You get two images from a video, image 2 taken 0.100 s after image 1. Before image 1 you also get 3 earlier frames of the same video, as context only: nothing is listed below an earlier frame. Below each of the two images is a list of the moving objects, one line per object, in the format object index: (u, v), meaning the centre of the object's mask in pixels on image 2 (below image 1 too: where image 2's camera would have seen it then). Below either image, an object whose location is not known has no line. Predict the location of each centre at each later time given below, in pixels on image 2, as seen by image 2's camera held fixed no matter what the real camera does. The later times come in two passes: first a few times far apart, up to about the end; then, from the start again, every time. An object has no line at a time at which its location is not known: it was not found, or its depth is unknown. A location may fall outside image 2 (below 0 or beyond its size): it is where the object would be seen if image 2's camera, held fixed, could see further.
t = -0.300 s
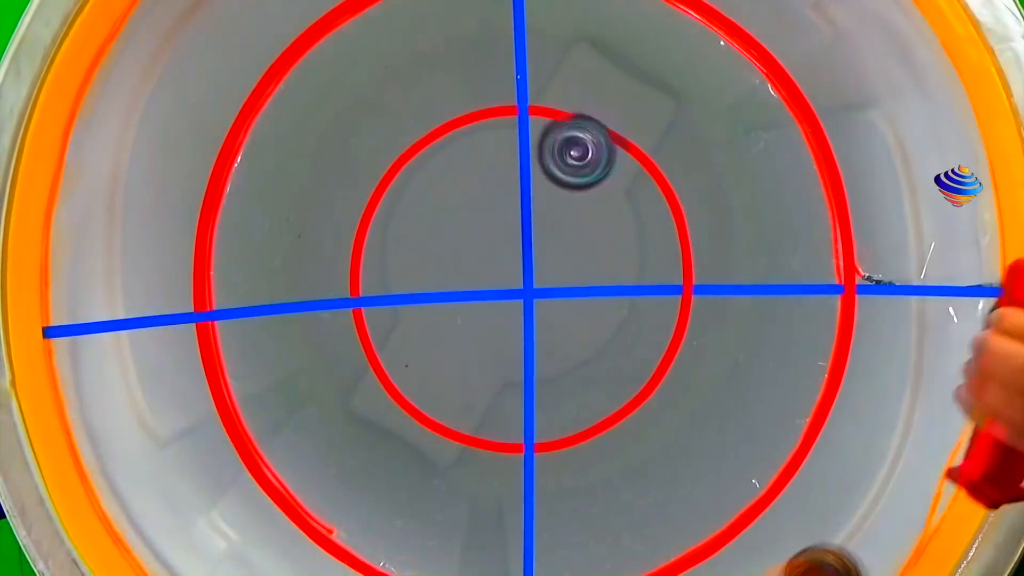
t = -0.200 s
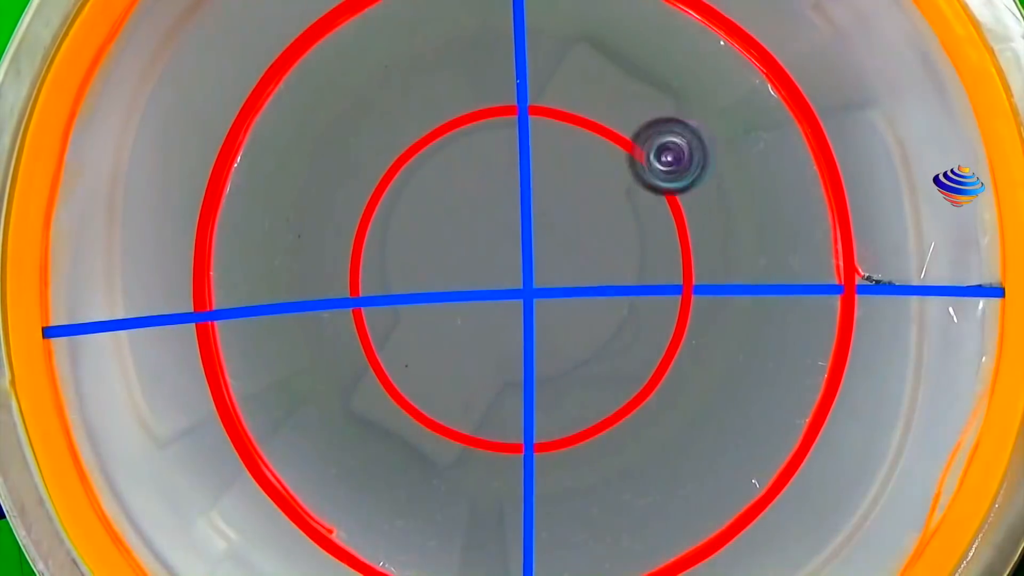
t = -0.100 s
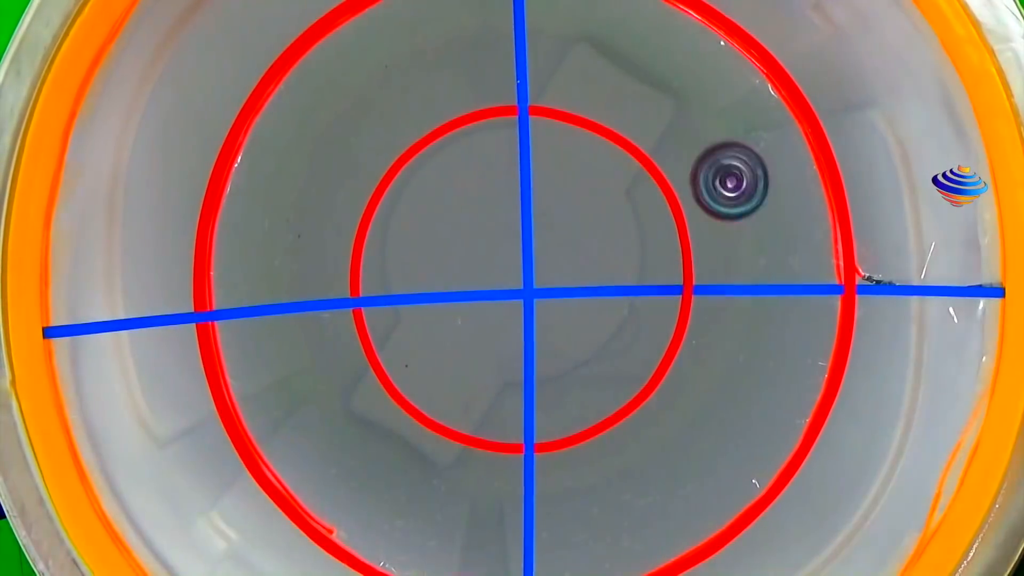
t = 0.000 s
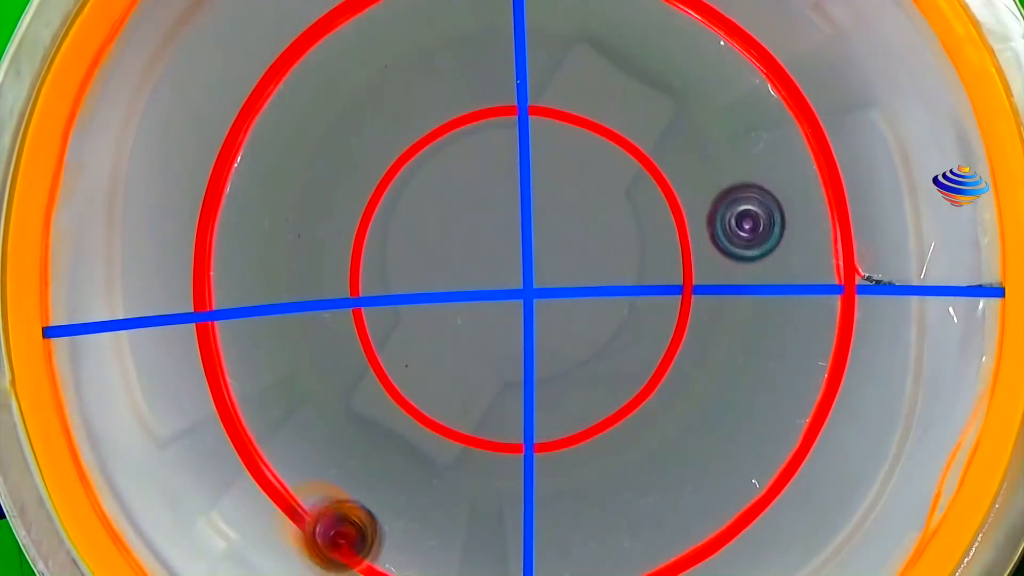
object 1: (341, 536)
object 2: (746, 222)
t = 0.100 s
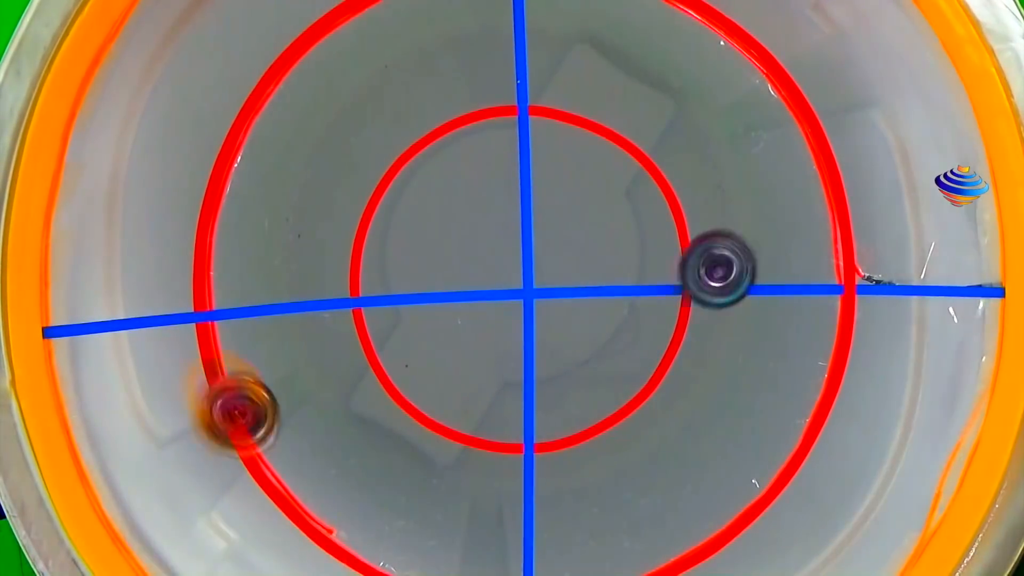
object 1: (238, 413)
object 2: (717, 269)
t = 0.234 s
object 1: (187, 230)
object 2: (631, 324)
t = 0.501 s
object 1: (371, 35)
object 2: (458, 360)
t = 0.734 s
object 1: (608, 123)
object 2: (431, 352)
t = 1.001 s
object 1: (721, 359)
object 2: (482, 360)
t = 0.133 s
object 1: (215, 367)
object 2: (700, 284)
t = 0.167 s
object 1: (200, 320)
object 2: (679, 298)
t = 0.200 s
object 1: (190, 273)
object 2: (655, 310)
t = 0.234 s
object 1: (187, 230)
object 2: (631, 324)
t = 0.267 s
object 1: (192, 190)
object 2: (606, 333)
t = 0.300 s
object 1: (203, 151)
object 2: (580, 341)
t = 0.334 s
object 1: (221, 118)
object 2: (555, 347)
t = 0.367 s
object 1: (242, 89)
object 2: (531, 353)
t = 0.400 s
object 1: (269, 66)
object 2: (509, 357)
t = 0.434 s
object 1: (300, 51)
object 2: (489, 359)
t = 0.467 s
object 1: (333, 41)
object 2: (472, 360)
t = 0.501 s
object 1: (371, 35)
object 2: (458, 360)
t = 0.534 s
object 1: (406, 35)
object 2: (446, 360)
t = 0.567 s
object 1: (442, 38)
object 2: (437, 358)
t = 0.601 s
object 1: (473, 45)
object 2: (431, 357)
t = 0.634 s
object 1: (512, 61)
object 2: (428, 355)
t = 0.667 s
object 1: (548, 77)
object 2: (427, 354)
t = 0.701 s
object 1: (579, 99)
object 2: (428, 353)
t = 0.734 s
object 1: (608, 123)
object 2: (431, 352)
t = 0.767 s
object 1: (636, 153)
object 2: (436, 352)
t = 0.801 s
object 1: (659, 181)
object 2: (441, 353)
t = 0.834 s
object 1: (680, 212)
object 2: (448, 354)
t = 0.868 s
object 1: (697, 242)
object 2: (455, 354)
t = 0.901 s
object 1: (709, 273)
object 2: (462, 356)
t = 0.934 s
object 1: (717, 306)
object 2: (469, 358)
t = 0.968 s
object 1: (722, 336)
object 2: (475, 359)
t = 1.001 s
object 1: (721, 359)
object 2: (482, 360)
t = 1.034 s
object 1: (717, 381)
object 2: (487, 362)
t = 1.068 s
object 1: (710, 401)
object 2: (492, 363)
